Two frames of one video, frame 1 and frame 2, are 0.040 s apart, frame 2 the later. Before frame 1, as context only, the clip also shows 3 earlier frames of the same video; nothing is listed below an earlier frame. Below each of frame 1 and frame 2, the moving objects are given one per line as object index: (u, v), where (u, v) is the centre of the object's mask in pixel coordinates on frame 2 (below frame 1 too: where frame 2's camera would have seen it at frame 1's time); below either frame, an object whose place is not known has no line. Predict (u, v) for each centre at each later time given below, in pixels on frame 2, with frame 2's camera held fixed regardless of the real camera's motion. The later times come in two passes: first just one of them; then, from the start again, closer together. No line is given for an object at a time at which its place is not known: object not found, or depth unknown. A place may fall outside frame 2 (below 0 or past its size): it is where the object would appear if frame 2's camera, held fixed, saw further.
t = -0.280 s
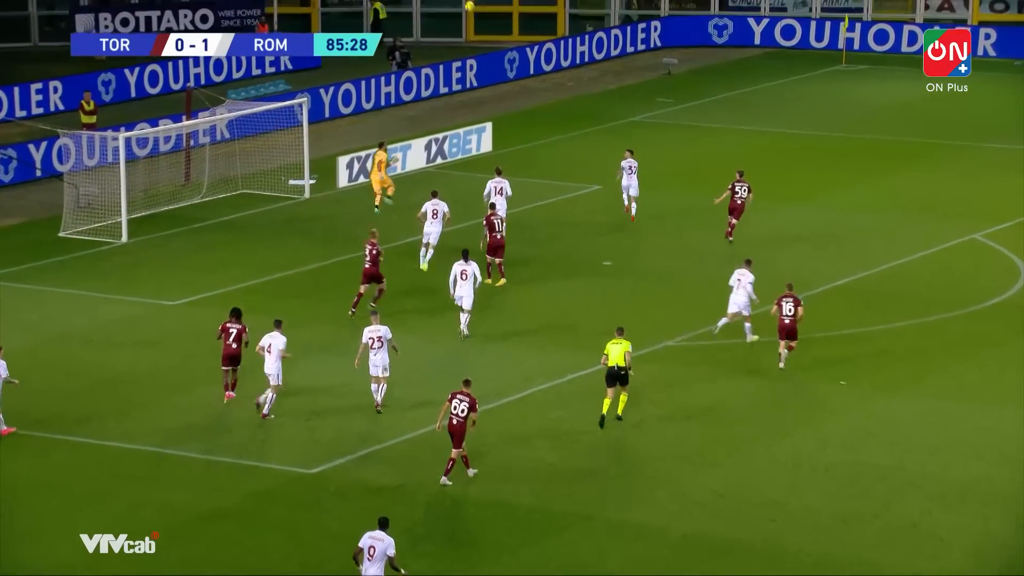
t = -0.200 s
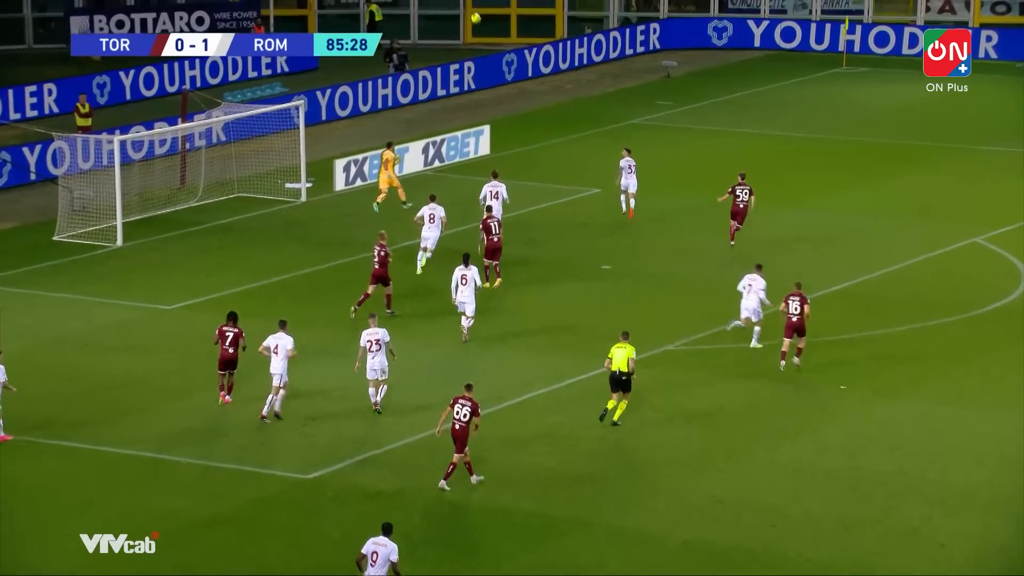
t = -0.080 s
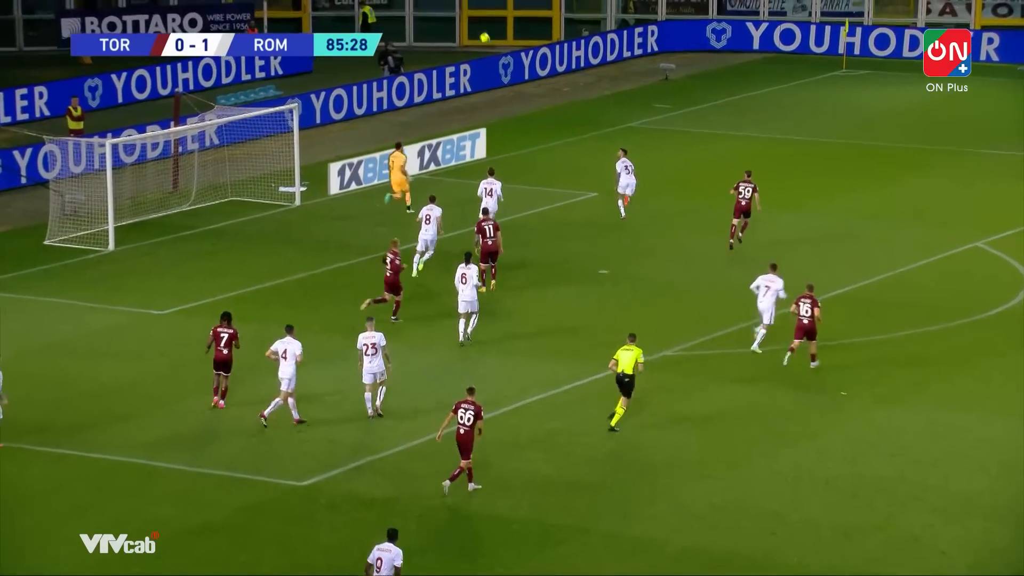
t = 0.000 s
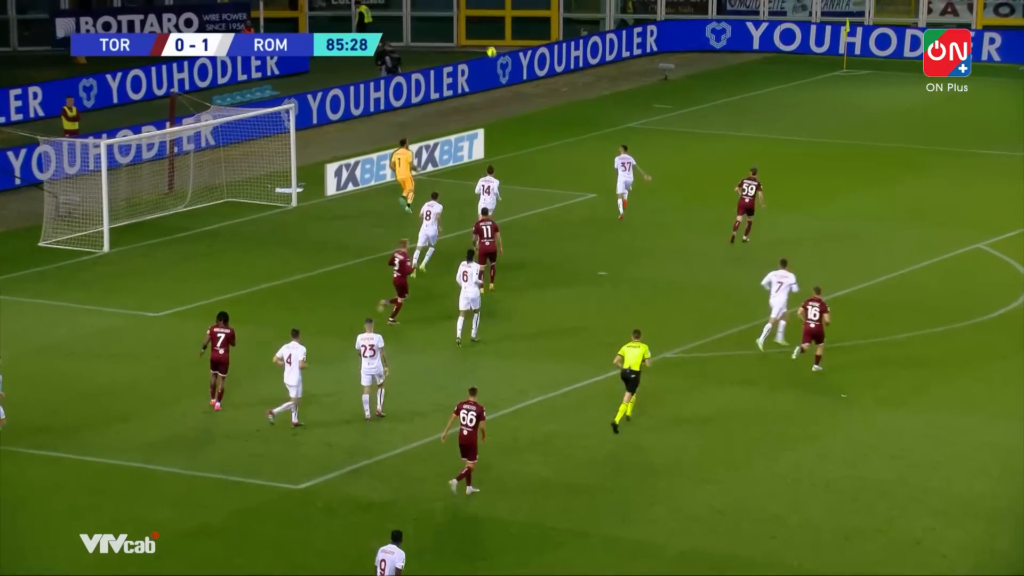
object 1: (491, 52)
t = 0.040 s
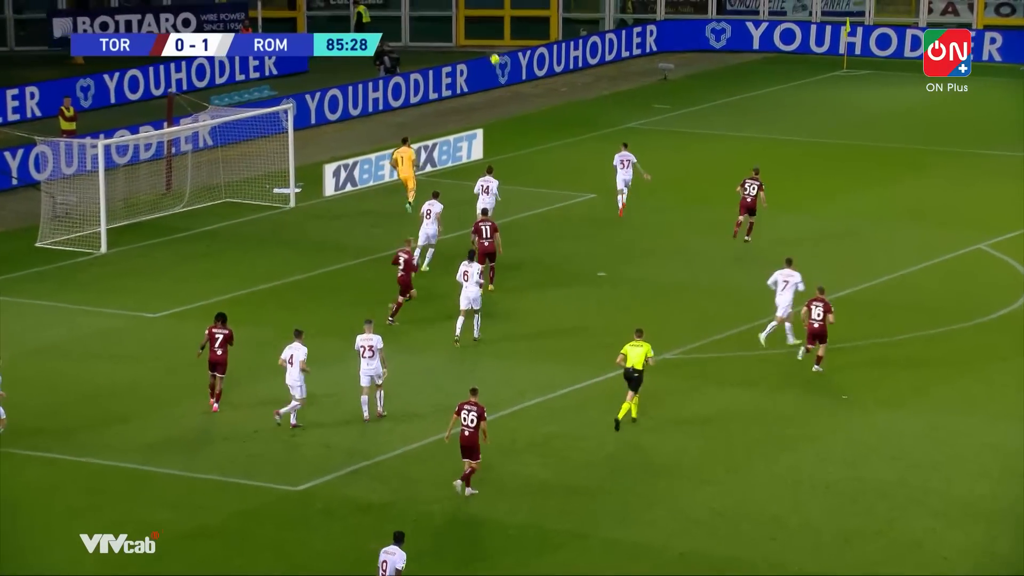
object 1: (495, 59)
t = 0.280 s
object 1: (519, 114)
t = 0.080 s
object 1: (499, 67)
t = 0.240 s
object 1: (514, 104)
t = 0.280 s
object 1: (519, 114)
